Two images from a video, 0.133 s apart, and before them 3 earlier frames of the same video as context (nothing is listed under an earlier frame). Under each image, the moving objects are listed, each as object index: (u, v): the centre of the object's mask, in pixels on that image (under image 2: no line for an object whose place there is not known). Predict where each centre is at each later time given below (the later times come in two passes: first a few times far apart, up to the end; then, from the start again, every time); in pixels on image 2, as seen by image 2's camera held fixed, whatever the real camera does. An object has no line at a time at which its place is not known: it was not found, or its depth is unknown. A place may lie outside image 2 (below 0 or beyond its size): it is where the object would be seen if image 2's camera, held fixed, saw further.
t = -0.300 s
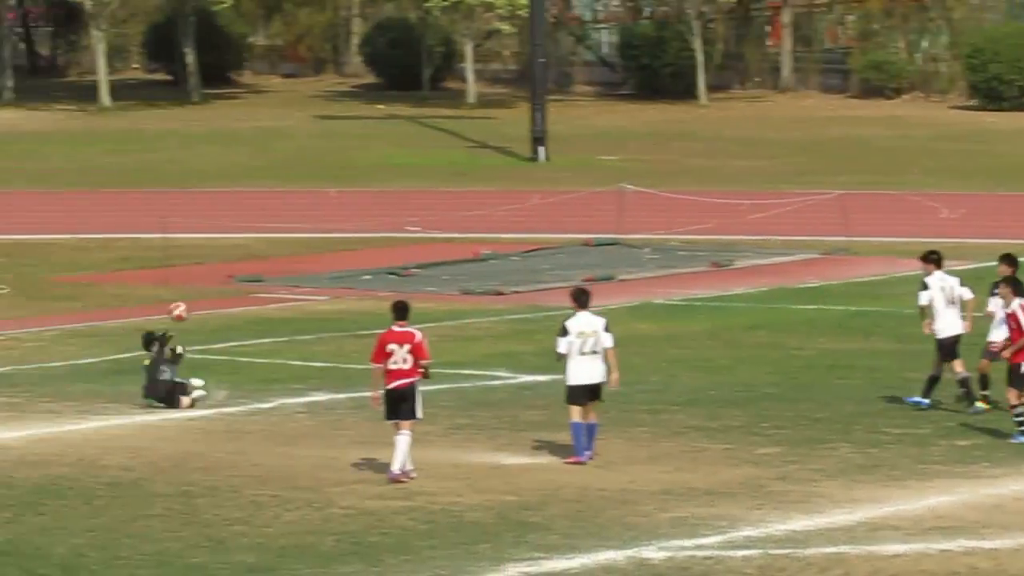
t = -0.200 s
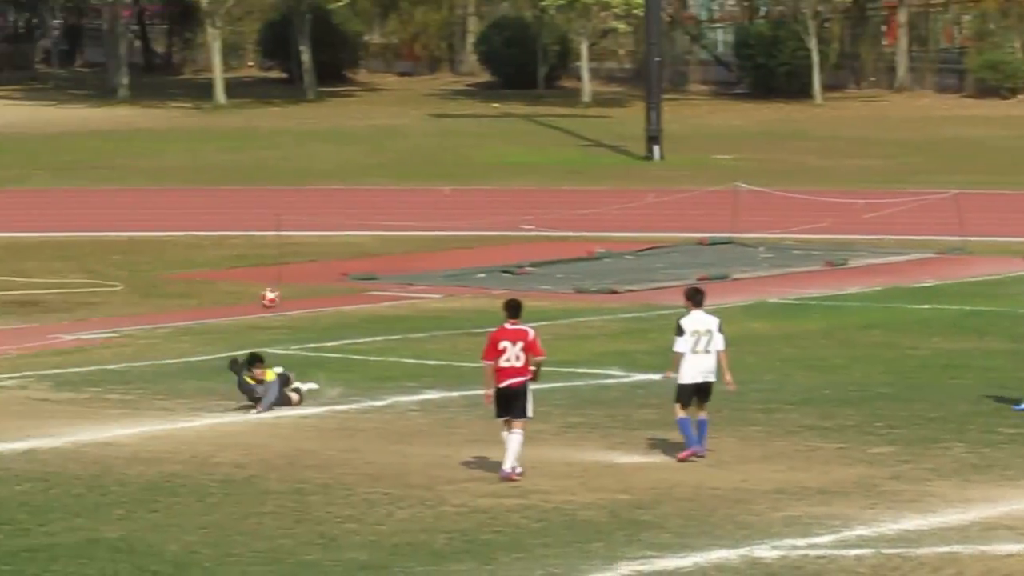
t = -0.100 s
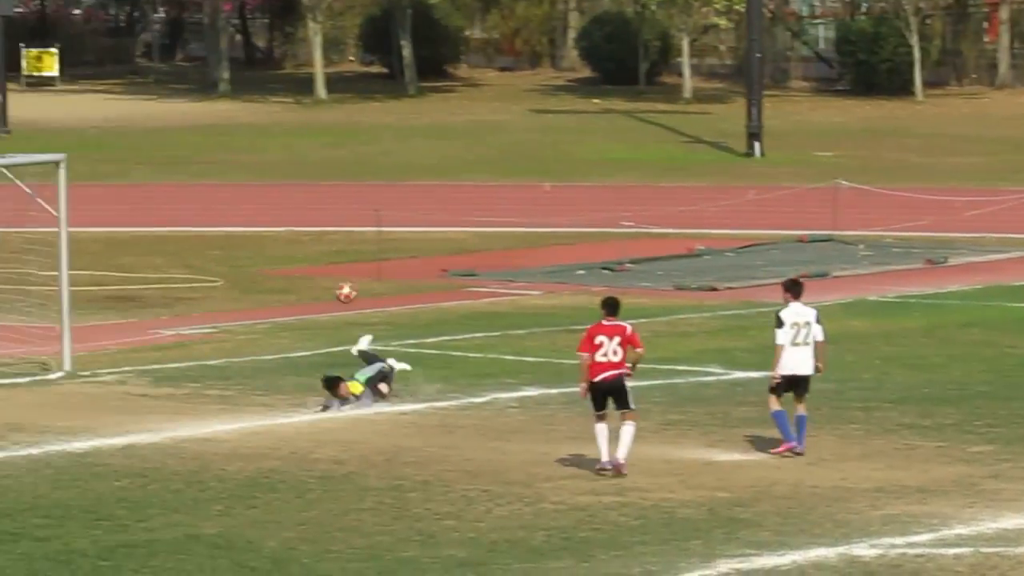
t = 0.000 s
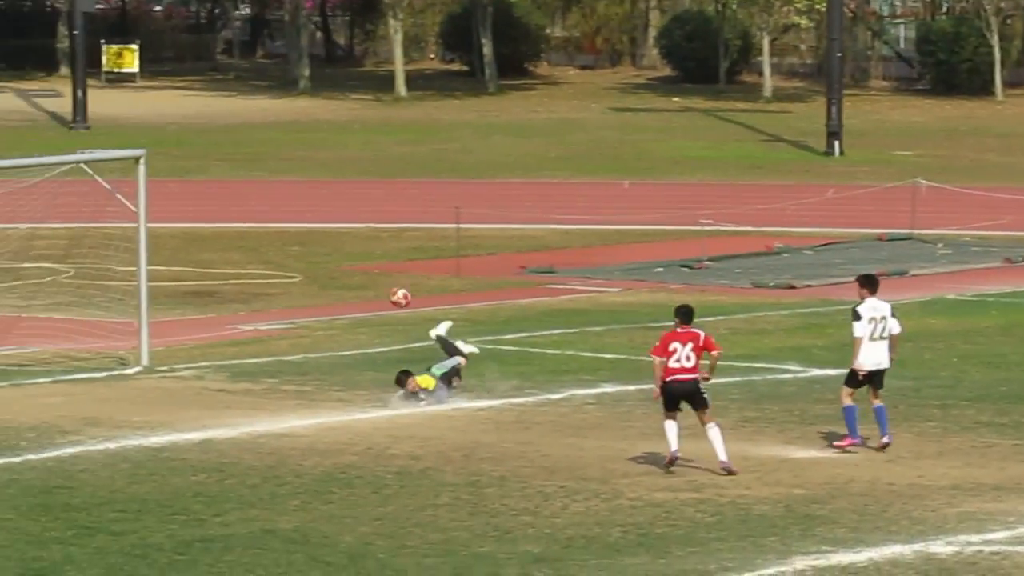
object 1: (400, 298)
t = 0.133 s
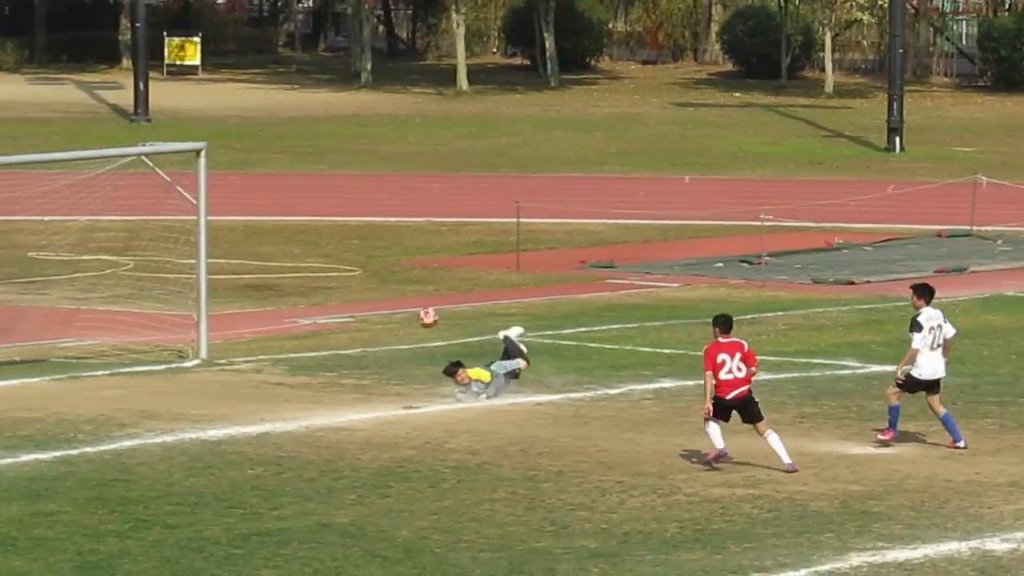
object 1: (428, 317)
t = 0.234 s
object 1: (404, 348)
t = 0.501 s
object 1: (359, 385)
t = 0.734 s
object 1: (341, 334)
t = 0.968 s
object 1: (324, 337)
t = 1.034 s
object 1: (319, 348)
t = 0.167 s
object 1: (420, 327)
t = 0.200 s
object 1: (412, 337)
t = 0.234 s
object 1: (404, 348)
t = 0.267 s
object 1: (396, 361)
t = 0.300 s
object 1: (389, 375)
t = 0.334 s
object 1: (381, 389)
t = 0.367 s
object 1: (373, 406)
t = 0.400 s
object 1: (365, 422)
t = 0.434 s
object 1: (363, 409)
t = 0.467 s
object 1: (360, 397)
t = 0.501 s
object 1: (359, 385)
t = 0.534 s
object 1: (355, 374)
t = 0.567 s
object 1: (353, 365)
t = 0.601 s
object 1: (351, 357)
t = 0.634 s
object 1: (348, 349)
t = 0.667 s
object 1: (346, 343)
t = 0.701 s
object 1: (344, 338)
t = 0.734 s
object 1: (341, 334)
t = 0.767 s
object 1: (339, 332)
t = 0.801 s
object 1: (336, 330)
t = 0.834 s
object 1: (334, 329)
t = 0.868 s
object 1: (332, 329)
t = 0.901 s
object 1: (329, 331)
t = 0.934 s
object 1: (327, 333)
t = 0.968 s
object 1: (324, 337)
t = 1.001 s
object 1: (322, 342)
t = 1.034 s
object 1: (319, 348)
